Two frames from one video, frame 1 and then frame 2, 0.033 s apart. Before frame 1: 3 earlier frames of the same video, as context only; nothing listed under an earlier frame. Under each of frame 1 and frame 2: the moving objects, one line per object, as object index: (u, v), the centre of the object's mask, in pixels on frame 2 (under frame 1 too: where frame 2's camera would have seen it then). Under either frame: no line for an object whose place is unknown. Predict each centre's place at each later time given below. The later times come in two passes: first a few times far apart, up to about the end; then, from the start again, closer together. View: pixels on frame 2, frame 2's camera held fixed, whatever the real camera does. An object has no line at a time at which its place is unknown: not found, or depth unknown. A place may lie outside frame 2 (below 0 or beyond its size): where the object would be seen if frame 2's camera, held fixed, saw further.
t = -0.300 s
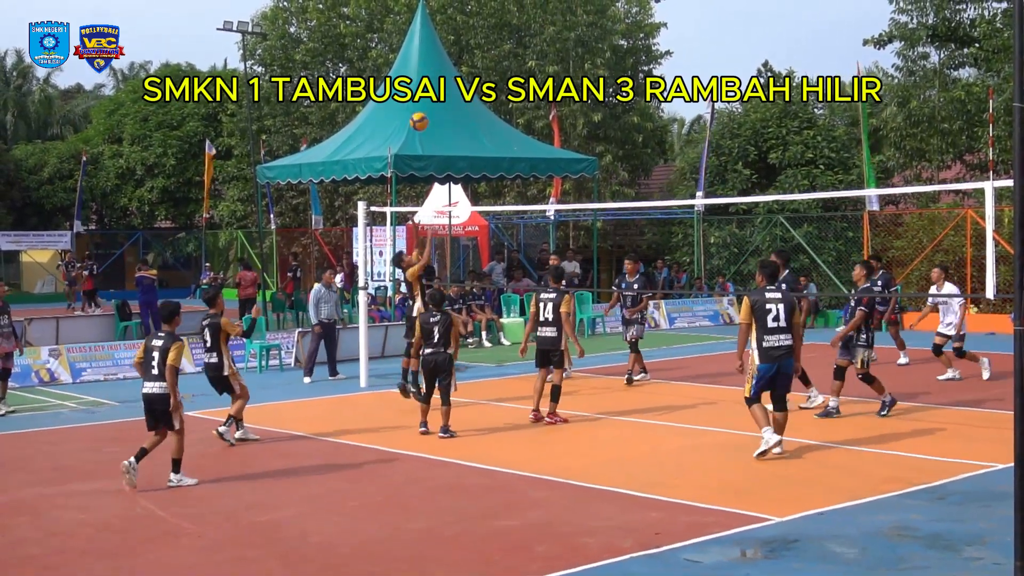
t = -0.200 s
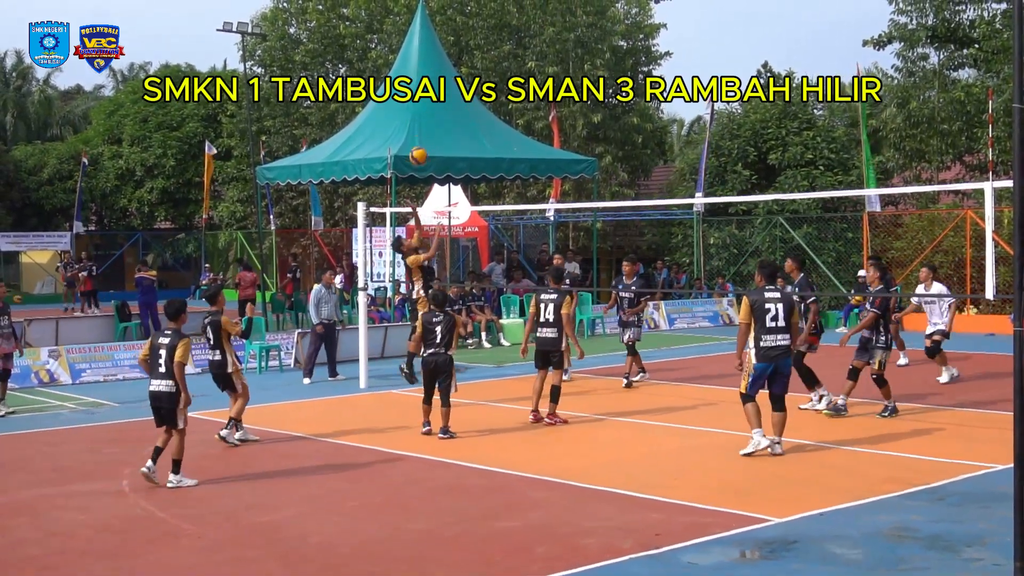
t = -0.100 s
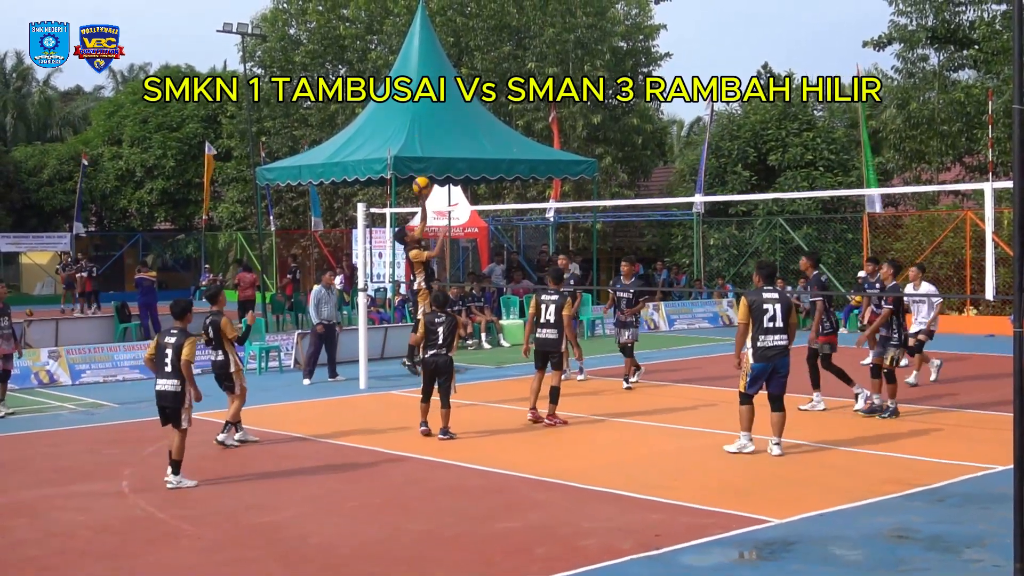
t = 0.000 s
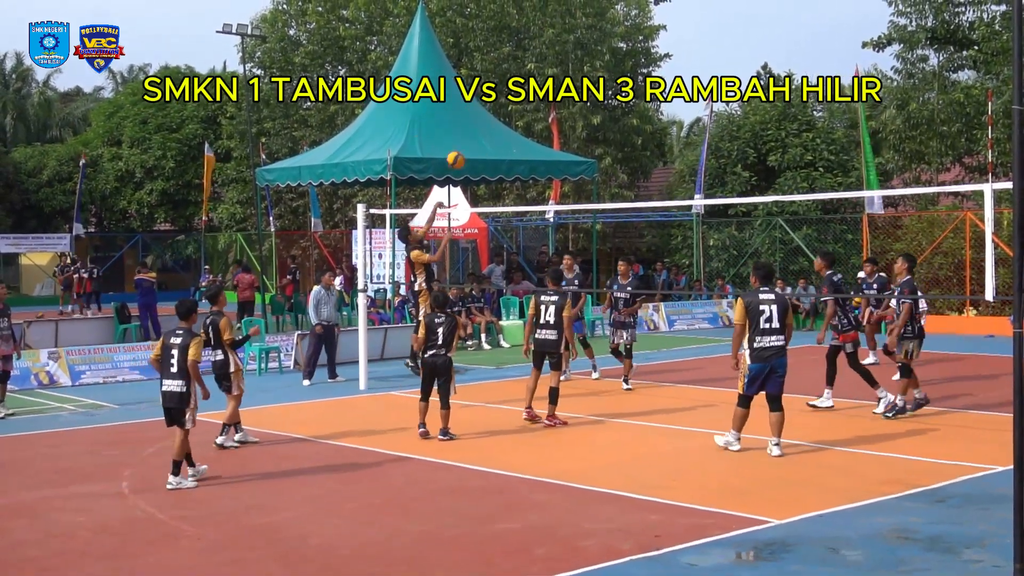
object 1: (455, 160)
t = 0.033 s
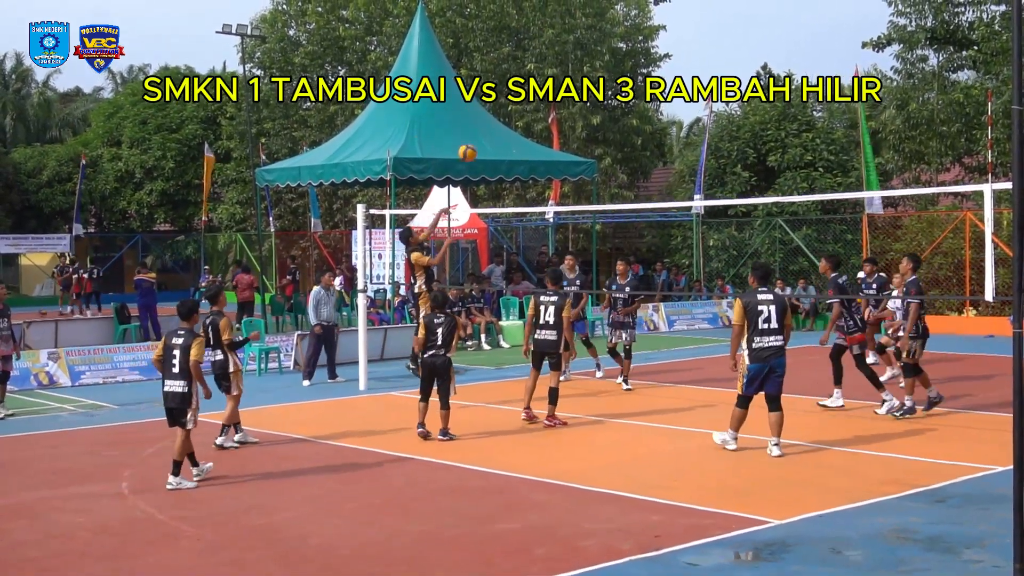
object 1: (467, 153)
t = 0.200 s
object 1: (524, 131)
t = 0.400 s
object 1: (590, 135)
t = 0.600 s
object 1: (652, 168)
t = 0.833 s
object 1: (719, 242)
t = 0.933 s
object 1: (746, 283)
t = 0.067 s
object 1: (479, 147)
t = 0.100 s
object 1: (490, 141)
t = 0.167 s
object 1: (513, 134)
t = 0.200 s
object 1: (524, 131)
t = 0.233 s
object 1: (535, 130)
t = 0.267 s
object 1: (546, 129)
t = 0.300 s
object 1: (558, 129)
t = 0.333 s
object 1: (568, 130)
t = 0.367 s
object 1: (579, 133)
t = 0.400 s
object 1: (590, 135)
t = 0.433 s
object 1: (601, 138)
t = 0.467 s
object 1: (611, 143)
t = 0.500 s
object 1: (621, 148)
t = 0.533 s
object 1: (632, 154)
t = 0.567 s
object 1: (642, 161)
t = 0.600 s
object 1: (652, 168)
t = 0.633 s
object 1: (662, 177)
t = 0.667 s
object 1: (671, 186)
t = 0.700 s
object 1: (682, 194)
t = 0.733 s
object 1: (691, 209)
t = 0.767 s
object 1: (700, 218)
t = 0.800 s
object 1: (710, 229)
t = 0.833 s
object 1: (719, 242)
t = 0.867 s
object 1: (728, 255)
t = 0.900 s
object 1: (738, 269)
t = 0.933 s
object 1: (746, 283)
